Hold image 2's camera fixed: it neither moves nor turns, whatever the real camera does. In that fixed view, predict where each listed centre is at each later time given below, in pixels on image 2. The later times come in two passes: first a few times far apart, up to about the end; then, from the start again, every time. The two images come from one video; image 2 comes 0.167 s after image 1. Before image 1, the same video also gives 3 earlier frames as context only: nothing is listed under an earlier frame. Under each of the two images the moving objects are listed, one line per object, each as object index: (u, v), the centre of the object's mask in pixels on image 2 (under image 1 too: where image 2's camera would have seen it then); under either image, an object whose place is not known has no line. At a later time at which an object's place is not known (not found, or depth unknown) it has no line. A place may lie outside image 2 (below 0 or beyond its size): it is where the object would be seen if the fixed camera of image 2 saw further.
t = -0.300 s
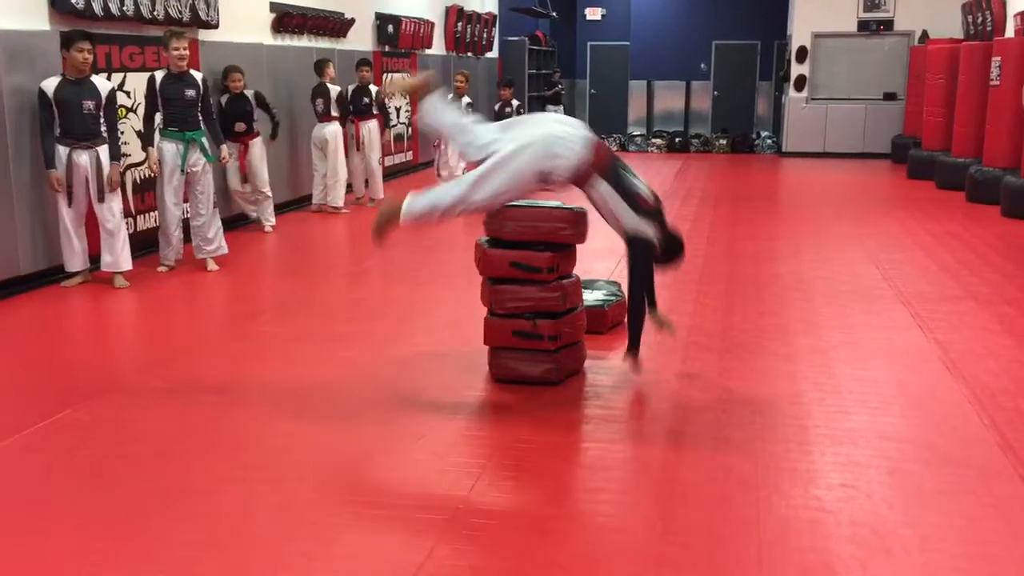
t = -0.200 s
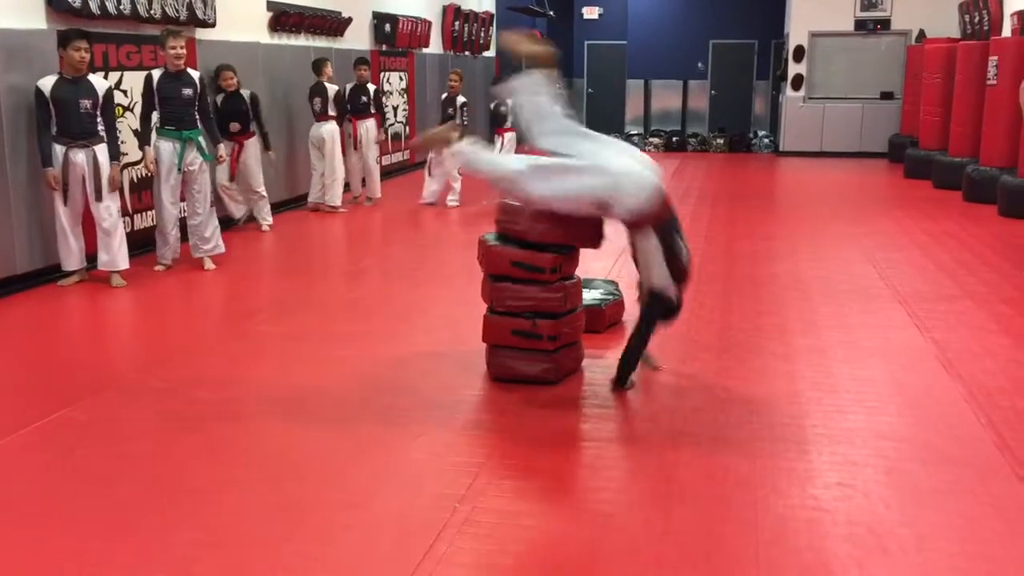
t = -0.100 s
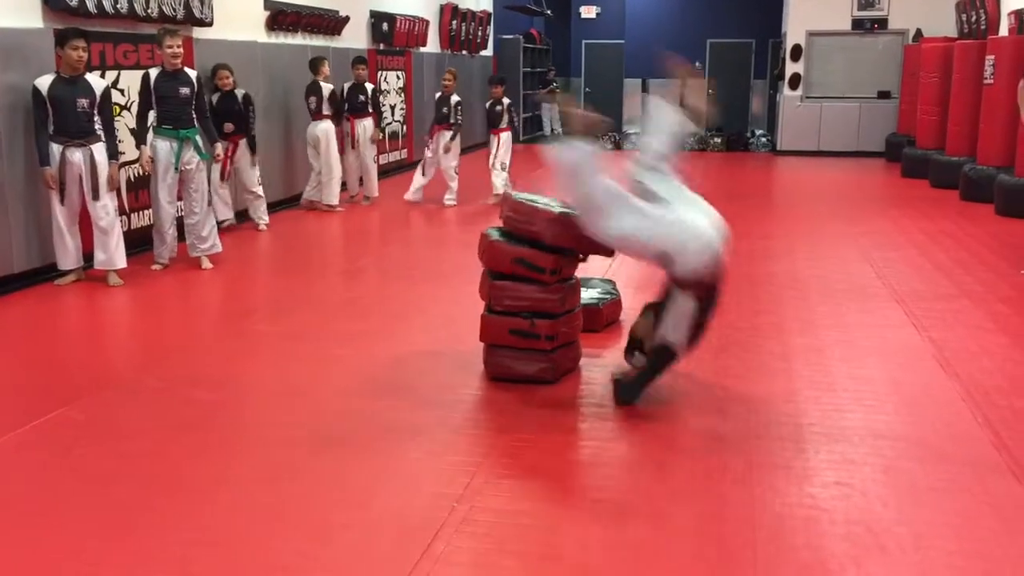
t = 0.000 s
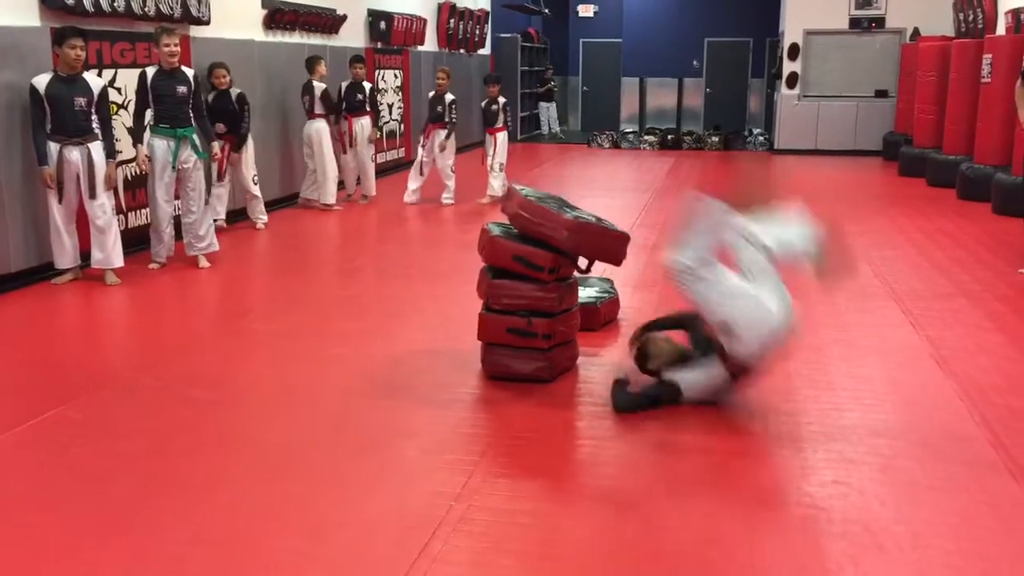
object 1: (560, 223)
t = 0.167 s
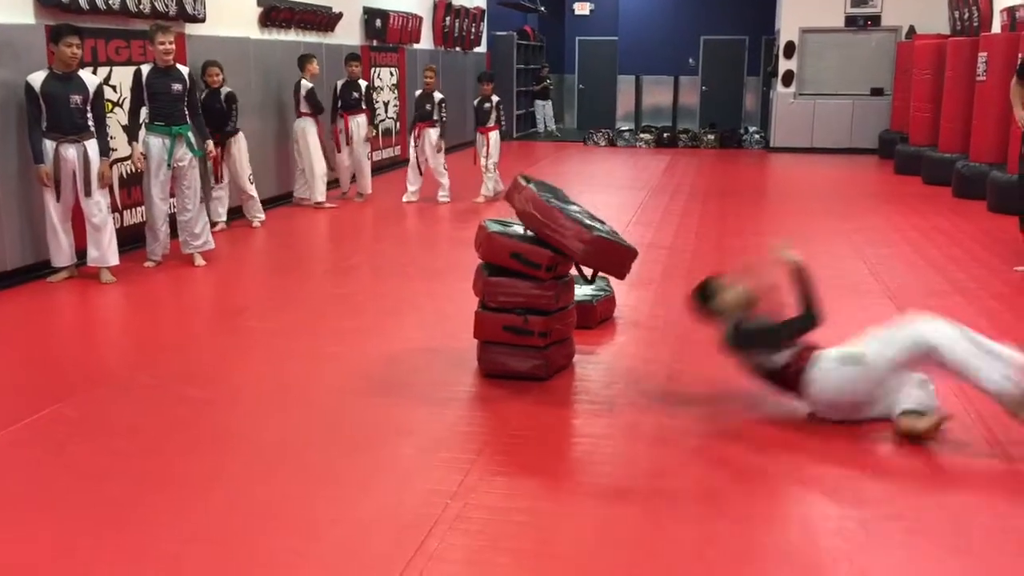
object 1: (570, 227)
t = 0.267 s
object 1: (574, 230)
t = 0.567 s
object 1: (597, 273)
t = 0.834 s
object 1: (633, 298)
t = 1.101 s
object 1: (687, 336)
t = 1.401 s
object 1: (726, 349)
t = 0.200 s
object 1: (571, 227)
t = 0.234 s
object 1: (572, 228)
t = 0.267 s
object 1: (574, 230)
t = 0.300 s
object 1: (576, 230)
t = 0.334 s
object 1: (578, 232)
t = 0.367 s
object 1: (580, 235)
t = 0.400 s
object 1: (583, 238)
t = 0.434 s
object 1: (585, 241)
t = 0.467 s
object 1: (588, 246)
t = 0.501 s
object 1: (591, 252)
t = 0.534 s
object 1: (594, 261)
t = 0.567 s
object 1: (597, 273)
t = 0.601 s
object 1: (601, 287)
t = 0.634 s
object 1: (605, 306)
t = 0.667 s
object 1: (609, 307)
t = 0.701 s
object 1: (613, 301)
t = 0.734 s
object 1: (618, 297)
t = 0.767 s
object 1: (623, 295)
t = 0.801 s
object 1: (628, 296)
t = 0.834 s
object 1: (633, 298)
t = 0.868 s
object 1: (639, 304)
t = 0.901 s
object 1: (644, 311)
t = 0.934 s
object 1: (650, 313)
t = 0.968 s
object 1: (658, 314)
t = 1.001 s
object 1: (665, 316)
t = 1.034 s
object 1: (673, 321)
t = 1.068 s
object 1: (680, 328)
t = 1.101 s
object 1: (687, 336)
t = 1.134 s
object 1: (695, 345)
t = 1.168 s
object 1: (702, 355)
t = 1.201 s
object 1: (709, 362)
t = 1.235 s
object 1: (716, 362)
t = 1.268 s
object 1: (721, 362)
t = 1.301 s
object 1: (723, 358)
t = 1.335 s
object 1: (723, 352)
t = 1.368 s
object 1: (724, 350)
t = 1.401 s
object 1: (726, 349)
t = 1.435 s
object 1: (727, 349)
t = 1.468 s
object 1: (728, 348)
